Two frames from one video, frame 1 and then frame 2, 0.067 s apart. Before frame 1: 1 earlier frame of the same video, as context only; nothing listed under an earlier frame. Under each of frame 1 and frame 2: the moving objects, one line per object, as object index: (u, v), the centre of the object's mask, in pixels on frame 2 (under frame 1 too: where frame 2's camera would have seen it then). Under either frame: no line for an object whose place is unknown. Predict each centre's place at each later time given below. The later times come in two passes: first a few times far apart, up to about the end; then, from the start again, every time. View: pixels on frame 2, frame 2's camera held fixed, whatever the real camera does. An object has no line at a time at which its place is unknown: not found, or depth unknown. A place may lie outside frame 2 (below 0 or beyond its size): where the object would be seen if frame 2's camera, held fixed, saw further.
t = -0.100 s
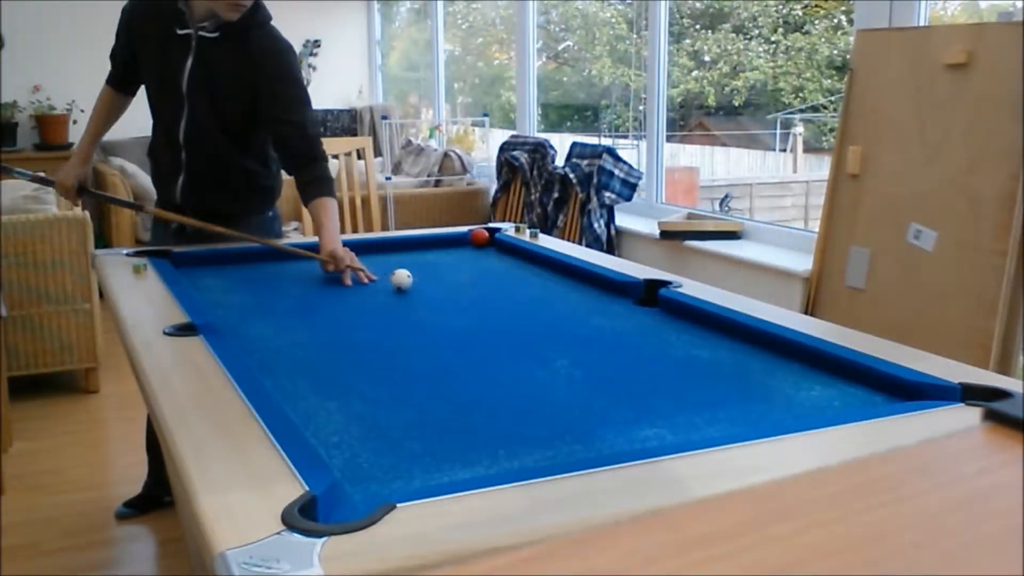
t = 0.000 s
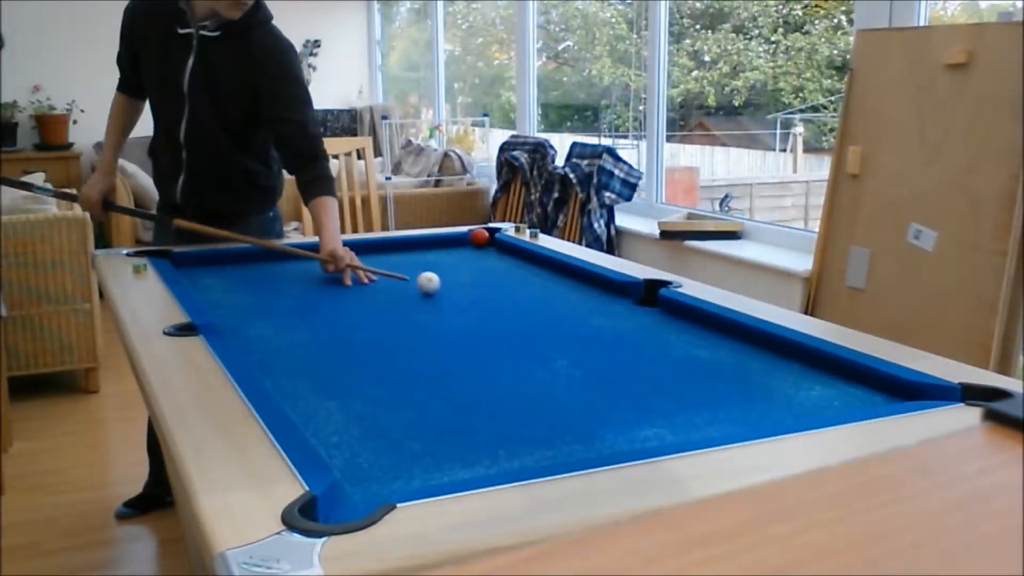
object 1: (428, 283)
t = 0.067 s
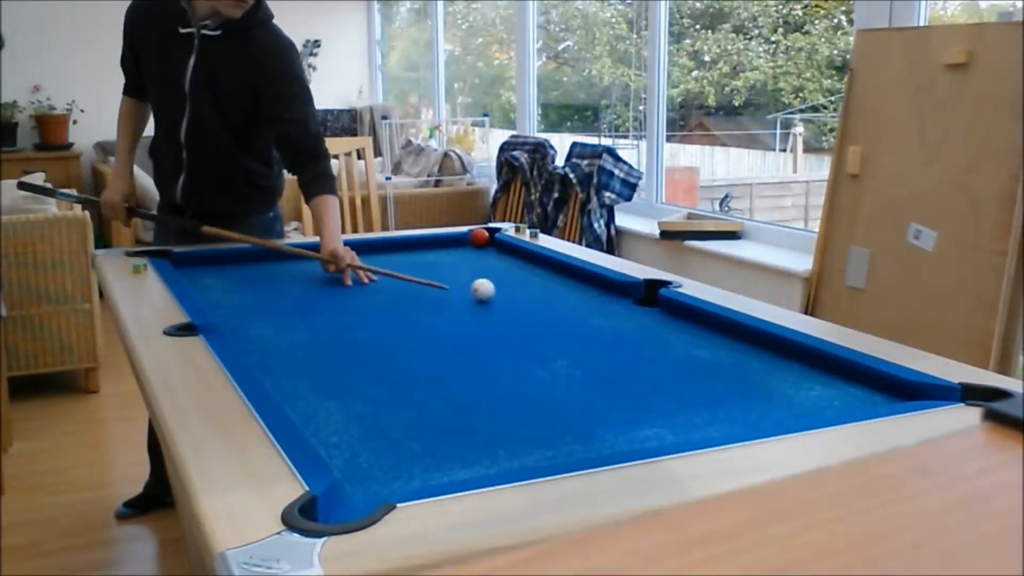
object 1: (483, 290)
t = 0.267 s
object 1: (643, 311)
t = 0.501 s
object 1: (709, 348)
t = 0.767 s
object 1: (737, 410)
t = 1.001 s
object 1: (622, 415)
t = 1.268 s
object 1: (448, 392)
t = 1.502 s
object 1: (317, 374)
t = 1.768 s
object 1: (294, 347)
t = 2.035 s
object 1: (334, 320)
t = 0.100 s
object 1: (509, 294)
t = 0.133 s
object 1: (536, 298)
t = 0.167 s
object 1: (561, 300)
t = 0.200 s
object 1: (588, 304)
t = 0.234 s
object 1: (615, 307)
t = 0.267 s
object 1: (643, 311)
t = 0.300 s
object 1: (672, 315)
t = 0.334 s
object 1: (700, 319)
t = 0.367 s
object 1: (700, 324)
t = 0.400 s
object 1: (701, 330)
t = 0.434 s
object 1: (703, 336)
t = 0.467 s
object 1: (706, 342)
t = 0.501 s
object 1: (709, 348)
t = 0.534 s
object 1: (712, 355)
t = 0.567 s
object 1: (715, 362)
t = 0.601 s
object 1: (718, 369)
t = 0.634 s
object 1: (721, 377)
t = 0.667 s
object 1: (725, 384)
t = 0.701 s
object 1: (729, 392)
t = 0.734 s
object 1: (733, 401)
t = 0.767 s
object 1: (737, 410)
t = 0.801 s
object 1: (742, 417)
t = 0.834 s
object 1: (745, 422)
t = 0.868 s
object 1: (725, 423)
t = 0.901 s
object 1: (696, 423)
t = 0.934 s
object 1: (670, 421)
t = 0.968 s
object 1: (646, 418)
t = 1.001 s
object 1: (622, 415)
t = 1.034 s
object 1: (599, 411)
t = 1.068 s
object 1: (576, 409)
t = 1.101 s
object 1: (554, 405)
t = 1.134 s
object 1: (532, 402)
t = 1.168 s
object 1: (510, 400)
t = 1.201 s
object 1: (489, 398)
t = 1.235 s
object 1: (469, 394)
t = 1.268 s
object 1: (448, 392)
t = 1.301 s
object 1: (428, 389)
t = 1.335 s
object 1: (409, 387)
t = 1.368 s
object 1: (390, 384)
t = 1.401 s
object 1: (371, 381)
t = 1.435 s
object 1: (353, 379)
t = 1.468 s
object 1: (335, 377)
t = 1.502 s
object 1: (317, 374)
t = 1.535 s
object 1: (300, 372)
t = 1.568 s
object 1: (284, 369)
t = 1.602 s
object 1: (268, 367)
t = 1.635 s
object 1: (270, 363)
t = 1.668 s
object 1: (277, 359)
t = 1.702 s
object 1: (283, 355)
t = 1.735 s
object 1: (288, 351)
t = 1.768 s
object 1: (294, 347)
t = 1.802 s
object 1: (300, 344)
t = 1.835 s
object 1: (305, 340)
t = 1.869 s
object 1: (310, 336)
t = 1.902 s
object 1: (315, 333)
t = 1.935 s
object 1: (320, 330)
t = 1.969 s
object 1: (326, 326)
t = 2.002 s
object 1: (330, 323)
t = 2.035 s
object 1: (334, 320)
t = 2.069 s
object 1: (338, 317)
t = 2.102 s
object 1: (343, 314)
